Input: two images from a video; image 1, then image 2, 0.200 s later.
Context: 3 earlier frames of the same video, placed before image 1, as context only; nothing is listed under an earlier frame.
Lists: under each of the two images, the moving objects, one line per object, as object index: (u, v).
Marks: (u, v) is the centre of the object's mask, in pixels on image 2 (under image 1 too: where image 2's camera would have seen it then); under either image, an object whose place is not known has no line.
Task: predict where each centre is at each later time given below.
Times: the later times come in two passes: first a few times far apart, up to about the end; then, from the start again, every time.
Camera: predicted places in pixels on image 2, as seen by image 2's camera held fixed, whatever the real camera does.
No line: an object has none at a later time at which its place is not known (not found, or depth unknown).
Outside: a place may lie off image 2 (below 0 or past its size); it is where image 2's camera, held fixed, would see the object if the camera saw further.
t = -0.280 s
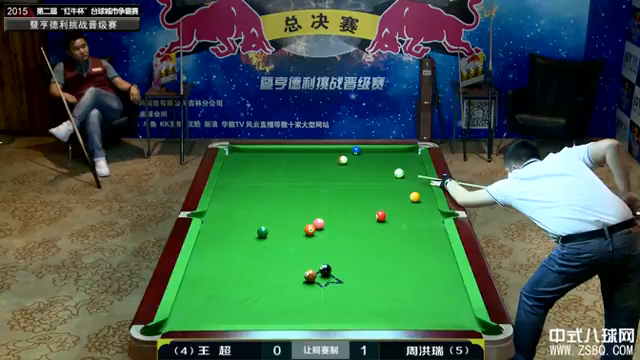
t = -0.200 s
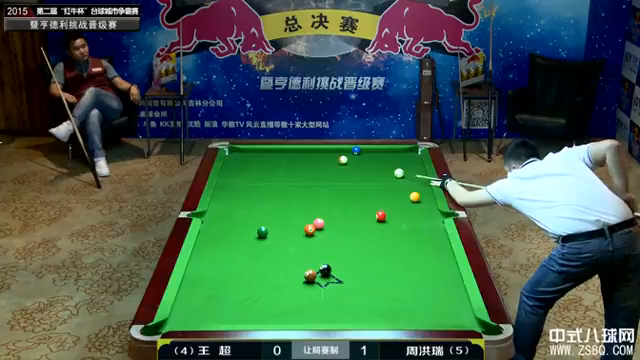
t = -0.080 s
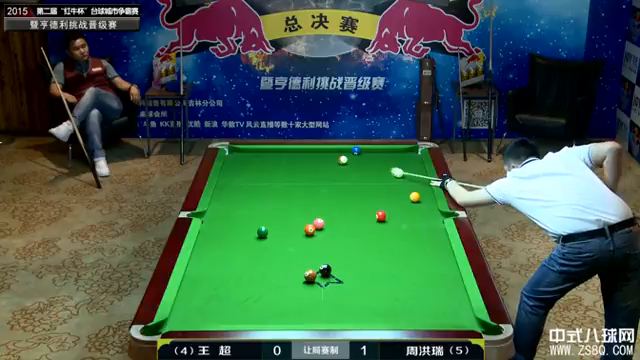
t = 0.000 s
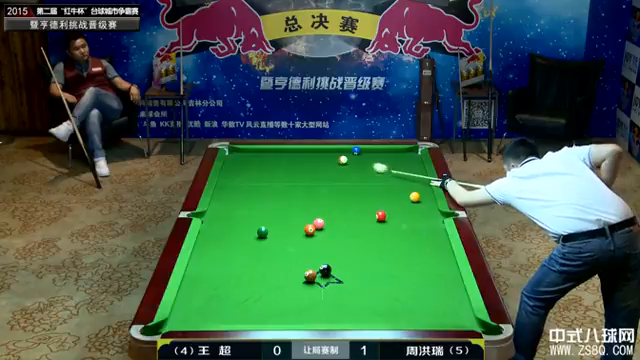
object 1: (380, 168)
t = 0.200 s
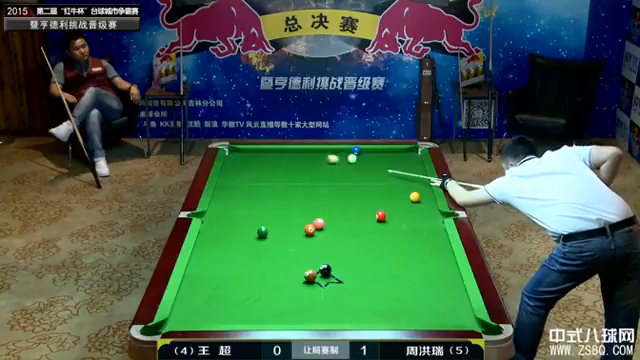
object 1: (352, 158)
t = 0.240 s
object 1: (351, 157)
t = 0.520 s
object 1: (343, 152)
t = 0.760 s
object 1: (336, 157)
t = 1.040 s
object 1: (327, 163)
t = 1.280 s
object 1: (320, 168)
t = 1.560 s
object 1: (311, 174)
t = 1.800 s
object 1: (304, 179)
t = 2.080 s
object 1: (296, 185)
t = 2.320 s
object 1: (290, 190)
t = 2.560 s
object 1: (284, 194)
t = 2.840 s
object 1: (277, 200)
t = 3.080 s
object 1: (271, 204)
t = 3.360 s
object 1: (265, 208)
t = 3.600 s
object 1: (260, 212)
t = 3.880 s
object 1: (254, 216)
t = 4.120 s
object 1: (250, 219)
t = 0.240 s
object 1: (351, 157)
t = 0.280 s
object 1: (351, 155)
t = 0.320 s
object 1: (350, 154)
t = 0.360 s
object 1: (348, 153)
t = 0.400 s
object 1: (347, 151)
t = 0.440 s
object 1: (346, 150)
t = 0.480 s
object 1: (344, 151)
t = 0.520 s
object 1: (343, 152)
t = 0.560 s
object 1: (342, 153)
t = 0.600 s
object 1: (341, 154)
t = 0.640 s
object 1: (340, 154)
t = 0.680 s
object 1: (338, 155)
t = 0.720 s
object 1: (337, 156)
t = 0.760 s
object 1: (336, 157)
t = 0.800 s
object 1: (334, 158)
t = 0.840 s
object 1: (333, 159)
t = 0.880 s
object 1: (332, 160)
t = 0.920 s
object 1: (331, 160)
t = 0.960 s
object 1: (329, 161)
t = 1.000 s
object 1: (328, 162)
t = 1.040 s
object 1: (327, 163)
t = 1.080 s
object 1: (326, 164)
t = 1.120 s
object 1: (324, 165)
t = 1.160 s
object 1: (323, 166)
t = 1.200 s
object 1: (322, 166)
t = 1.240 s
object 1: (321, 167)
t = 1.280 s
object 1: (320, 168)
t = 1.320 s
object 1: (318, 169)
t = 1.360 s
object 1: (317, 170)
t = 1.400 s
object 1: (316, 171)
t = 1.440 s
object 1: (315, 172)
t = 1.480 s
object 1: (314, 172)
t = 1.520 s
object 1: (312, 173)
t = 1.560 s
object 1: (311, 174)
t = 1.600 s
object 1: (310, 175)
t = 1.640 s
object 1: (309, 176)
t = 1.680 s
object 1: (308, 177)
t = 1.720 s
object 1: (307, 177)
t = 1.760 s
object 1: (306, 178)
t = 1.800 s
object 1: (304, 179)
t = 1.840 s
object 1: (303, 180)
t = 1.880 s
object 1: (302, 181)
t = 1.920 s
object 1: (301, 182)
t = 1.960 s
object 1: (300, 182)
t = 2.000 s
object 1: (299, 183)
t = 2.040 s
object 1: (298, 184)
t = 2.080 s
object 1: (296, 185)
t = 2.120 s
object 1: (295, 186)
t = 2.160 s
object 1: (294, 186)
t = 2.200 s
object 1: (293, 187)
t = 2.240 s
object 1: (292, 188)
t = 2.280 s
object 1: (291, 189)
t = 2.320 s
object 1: (290, 190)
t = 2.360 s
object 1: (289, 190)
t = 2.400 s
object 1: (288, 191)
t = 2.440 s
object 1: (287, 192)
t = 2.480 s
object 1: (286, 193)
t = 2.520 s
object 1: (285, 193)
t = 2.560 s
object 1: (284, 194)
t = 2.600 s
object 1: (283, 195)
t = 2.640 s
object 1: (282, 196)
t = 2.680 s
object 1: (281, 197)
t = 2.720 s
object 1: (280, 197)
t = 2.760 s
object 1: (279, 198)
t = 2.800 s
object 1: (278, 199)
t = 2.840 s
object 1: (277, 200)
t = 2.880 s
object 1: (276, 200)
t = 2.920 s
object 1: (275, 201)
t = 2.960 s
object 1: (274, 202)
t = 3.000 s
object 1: (273, 202)
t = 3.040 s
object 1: (272, 203)
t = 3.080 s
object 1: (271, 204)
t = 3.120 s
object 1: (270, 204)
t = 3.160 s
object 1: (269, 205)
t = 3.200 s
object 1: (268, 206)
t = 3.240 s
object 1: (268, 206)
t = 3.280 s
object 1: (267, 207)
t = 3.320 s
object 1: (266, 208)
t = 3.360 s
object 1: (265, 208)
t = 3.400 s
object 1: (264, 209)
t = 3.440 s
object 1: (263, 210)
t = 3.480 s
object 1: (262, 210)
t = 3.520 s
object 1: (261, 211)
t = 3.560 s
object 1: (261, 211)
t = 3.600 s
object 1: (260, 212)
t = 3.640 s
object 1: (259, 212)
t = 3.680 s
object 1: (258, 213)
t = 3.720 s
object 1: (257, 214)
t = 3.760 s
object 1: (256, 214)
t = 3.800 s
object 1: (256, 215)
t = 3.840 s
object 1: (255, 215)
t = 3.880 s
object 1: (254, 216)
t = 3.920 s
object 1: (253, 217)
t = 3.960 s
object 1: (253, 217)
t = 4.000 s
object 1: (252, 218)
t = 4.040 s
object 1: (251, 218)
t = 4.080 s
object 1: (250, 219)
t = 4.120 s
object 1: (250, 219)
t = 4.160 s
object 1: (249, 220)
